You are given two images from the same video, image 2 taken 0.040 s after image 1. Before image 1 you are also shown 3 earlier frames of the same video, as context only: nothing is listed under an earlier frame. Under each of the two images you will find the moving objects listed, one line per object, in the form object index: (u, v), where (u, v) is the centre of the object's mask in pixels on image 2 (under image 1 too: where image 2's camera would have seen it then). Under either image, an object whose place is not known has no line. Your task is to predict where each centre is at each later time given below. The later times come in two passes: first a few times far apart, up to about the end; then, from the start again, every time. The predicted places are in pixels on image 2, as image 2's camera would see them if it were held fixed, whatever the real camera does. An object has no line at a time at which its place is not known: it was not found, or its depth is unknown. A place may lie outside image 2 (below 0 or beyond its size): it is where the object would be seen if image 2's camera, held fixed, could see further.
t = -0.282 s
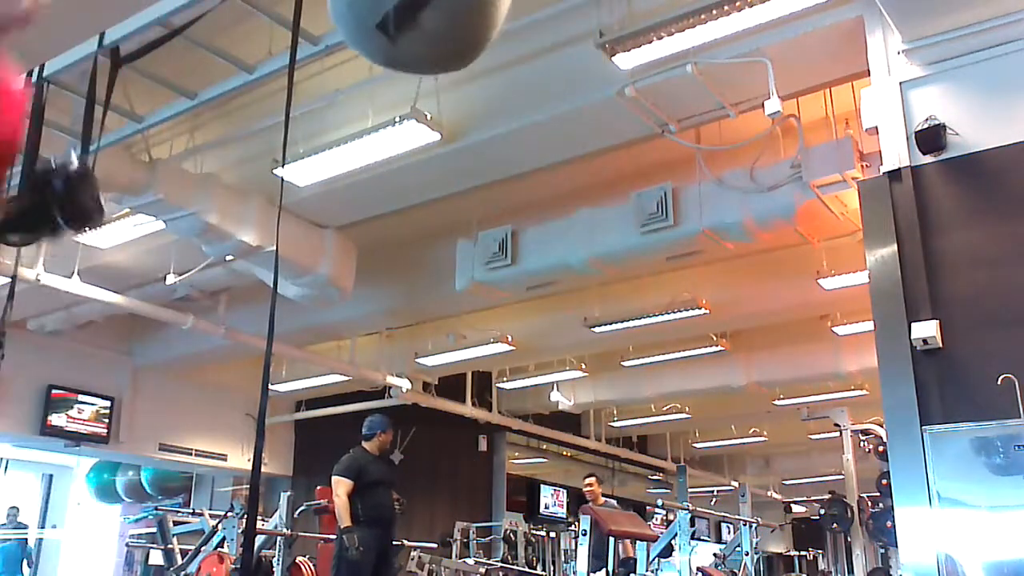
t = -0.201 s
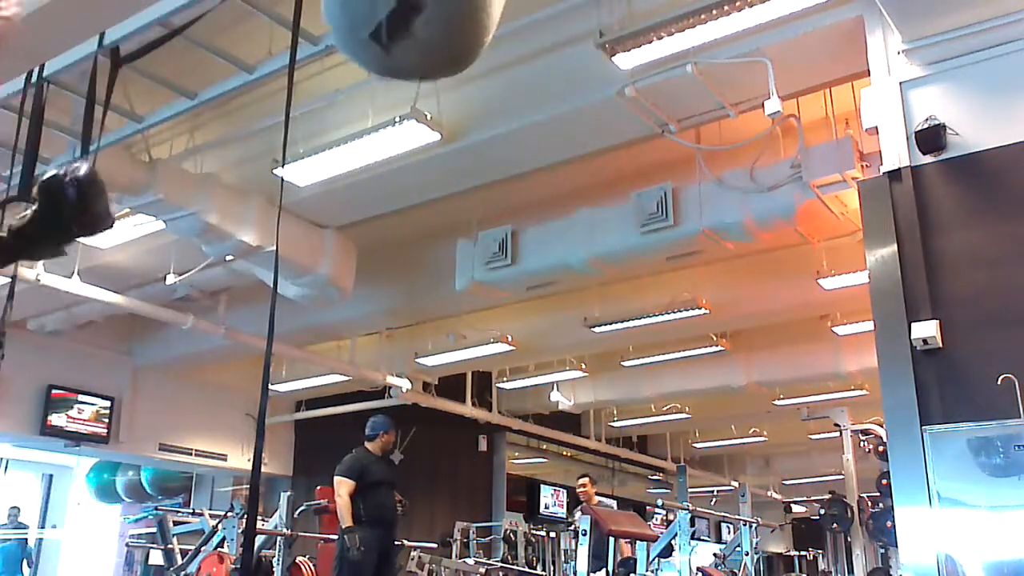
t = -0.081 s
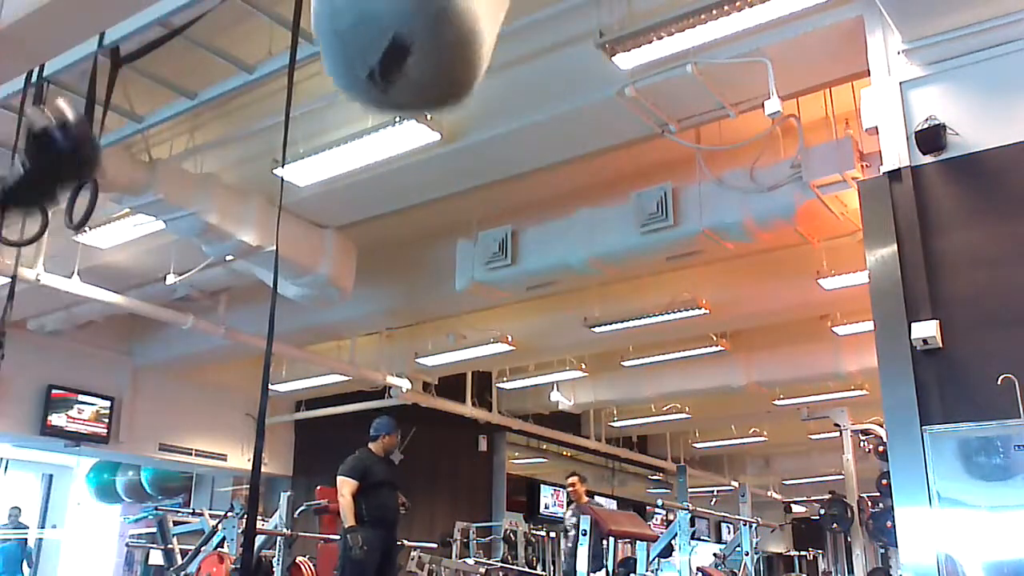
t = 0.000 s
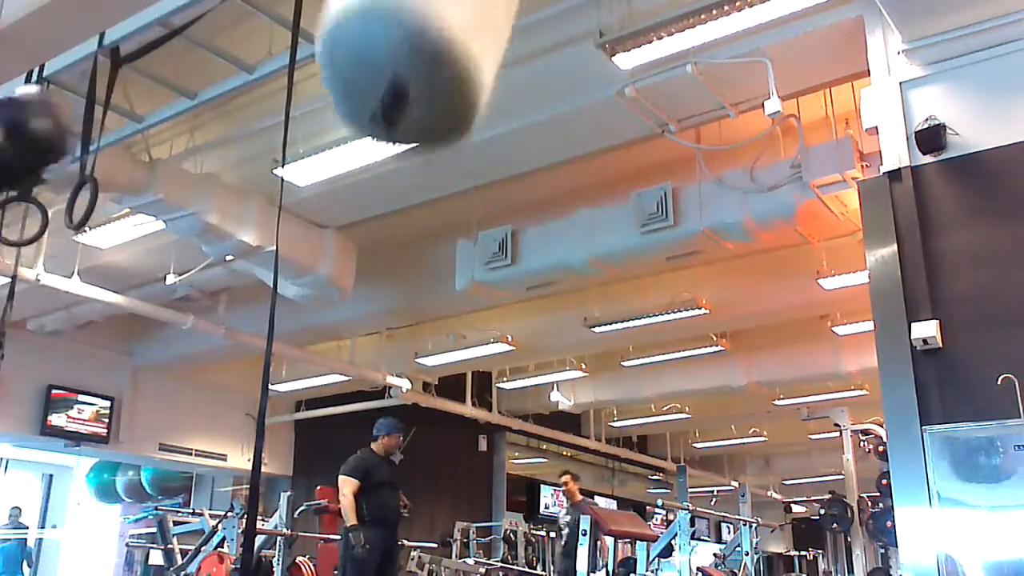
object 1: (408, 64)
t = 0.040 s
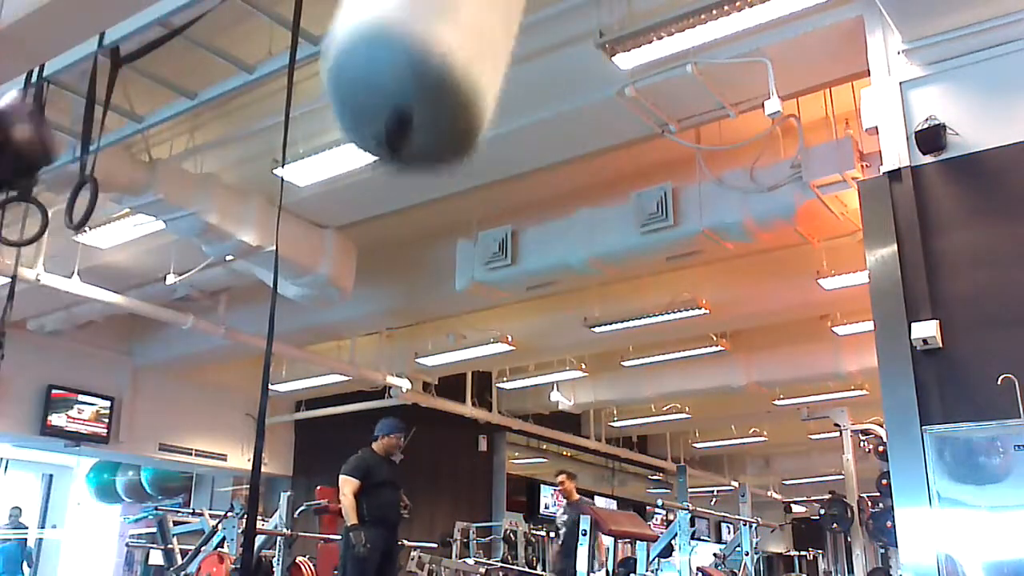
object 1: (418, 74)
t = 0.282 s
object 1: (472, 135)
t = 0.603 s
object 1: (532, 171)
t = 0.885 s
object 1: (577, 182)
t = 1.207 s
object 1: (600, 180)
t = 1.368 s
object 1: (604, 178)
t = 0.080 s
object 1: (421, 83)
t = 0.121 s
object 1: (435, 97)
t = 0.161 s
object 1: (446, 108)
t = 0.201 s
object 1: (449, 117)
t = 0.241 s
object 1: (463, 127)
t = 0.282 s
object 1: (472, 135)
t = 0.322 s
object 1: (477, 141)
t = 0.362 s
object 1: (490, 148)
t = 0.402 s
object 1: (499, 153)
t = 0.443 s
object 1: (504, 156)
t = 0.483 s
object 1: (511, 161)
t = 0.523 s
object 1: (522, 165)
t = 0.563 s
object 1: (525, 169)
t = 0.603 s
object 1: (532, 171)
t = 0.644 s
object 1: (541, 176)
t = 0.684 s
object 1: (550, 179)
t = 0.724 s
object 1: (553, 180)
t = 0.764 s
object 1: (562, 181)
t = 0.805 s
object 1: (565, 182)
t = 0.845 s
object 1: (571, 182)
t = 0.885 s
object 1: (577, 182)
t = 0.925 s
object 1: (581, 182)
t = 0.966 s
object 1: (584, 181)
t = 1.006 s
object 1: (586, 180)
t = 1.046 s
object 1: (590, 181)
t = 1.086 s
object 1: (594, 180)
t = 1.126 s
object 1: (597, 180)
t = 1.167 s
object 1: (599, 180)
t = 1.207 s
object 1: (600, 180)
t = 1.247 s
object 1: (601, 179)
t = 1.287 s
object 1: (602, 179)
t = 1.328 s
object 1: (604, 179)
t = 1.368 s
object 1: (604, 178)
